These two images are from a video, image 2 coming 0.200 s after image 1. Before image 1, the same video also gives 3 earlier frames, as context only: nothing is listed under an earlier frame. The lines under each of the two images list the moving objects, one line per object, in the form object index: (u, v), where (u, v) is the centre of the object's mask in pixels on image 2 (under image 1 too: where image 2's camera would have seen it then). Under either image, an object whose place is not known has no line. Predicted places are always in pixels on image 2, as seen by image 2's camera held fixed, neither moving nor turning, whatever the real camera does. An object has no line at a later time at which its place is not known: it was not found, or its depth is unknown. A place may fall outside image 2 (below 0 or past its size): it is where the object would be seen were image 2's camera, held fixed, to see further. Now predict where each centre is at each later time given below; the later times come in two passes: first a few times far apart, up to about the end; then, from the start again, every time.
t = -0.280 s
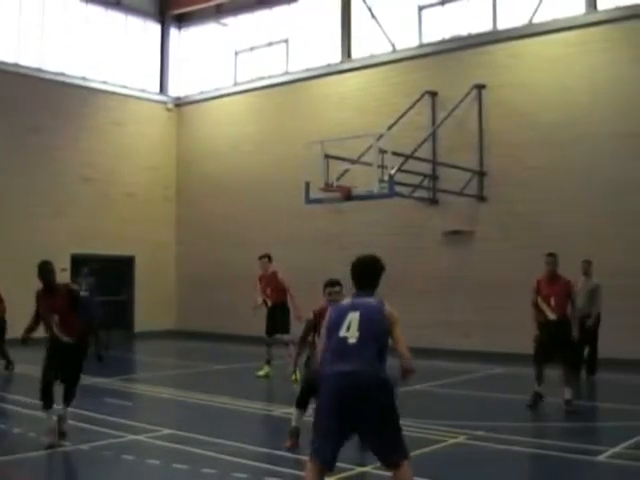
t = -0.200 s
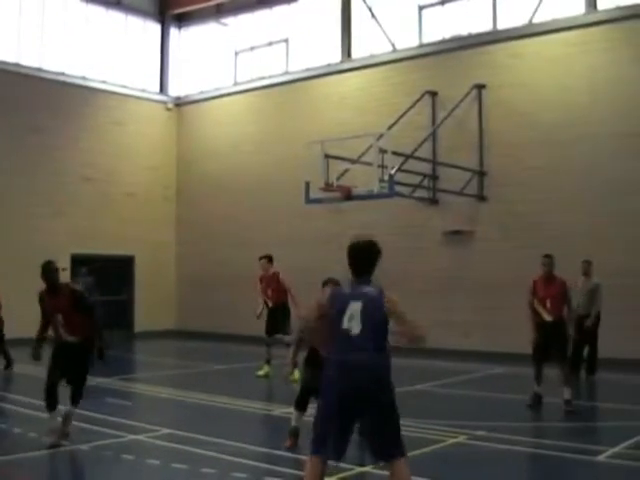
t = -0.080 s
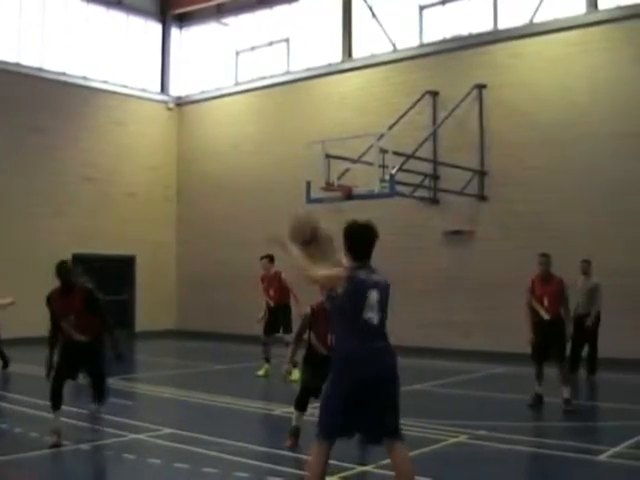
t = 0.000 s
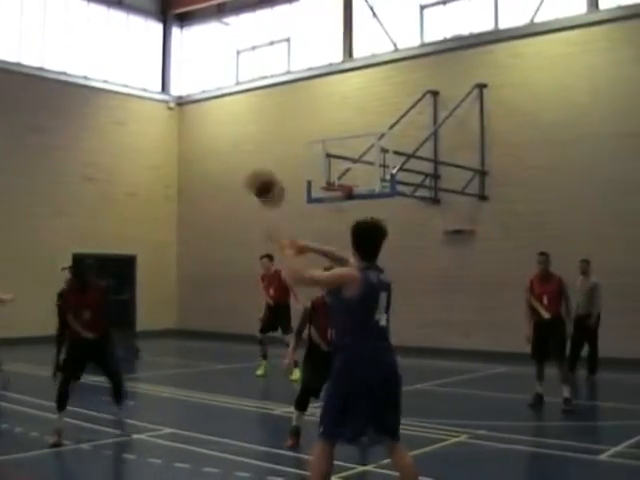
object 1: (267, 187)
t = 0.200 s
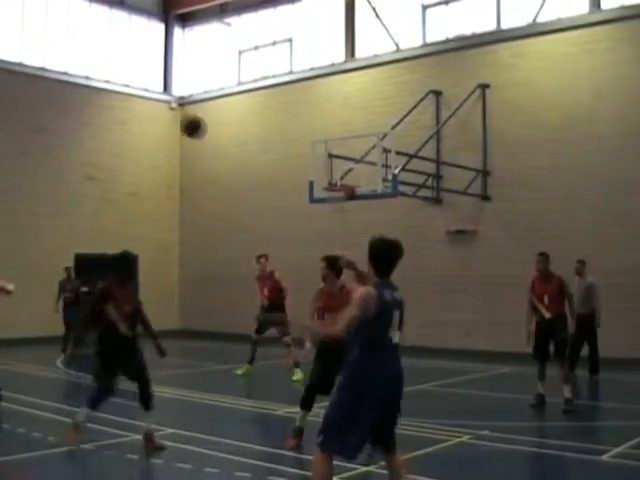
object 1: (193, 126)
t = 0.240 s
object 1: (182, 121)
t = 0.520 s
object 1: (126, 120)
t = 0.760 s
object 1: (95, 151)
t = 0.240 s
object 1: (182, 121)
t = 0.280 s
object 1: (171, 117)
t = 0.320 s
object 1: (163, 114)
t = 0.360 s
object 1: (154, 114)
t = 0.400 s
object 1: (146, 114)
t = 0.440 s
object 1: (139, 115)
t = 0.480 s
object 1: (132, 117)
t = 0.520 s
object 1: (126, 120)
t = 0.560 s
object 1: (120, 124)
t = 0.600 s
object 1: (114, 129)
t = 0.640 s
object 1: (109, 134)
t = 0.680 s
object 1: (104, 139)
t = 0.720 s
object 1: (99, 145)
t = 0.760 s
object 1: (95, 151)
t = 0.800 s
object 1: (90, 159)
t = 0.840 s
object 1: (87, 166)
